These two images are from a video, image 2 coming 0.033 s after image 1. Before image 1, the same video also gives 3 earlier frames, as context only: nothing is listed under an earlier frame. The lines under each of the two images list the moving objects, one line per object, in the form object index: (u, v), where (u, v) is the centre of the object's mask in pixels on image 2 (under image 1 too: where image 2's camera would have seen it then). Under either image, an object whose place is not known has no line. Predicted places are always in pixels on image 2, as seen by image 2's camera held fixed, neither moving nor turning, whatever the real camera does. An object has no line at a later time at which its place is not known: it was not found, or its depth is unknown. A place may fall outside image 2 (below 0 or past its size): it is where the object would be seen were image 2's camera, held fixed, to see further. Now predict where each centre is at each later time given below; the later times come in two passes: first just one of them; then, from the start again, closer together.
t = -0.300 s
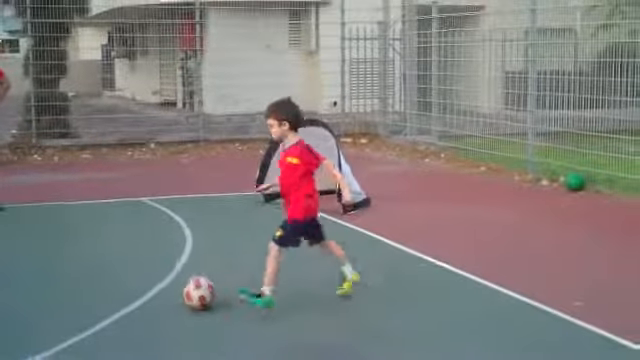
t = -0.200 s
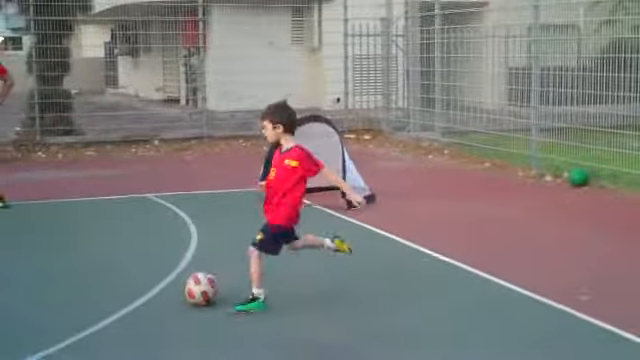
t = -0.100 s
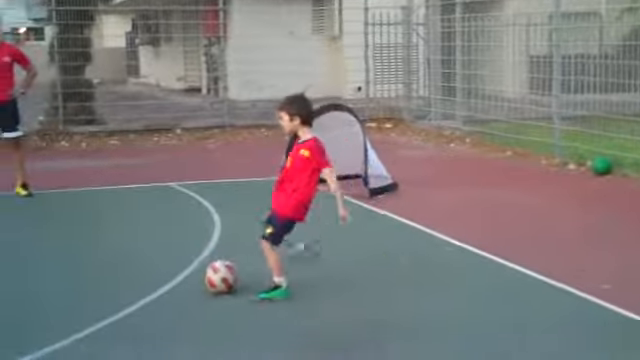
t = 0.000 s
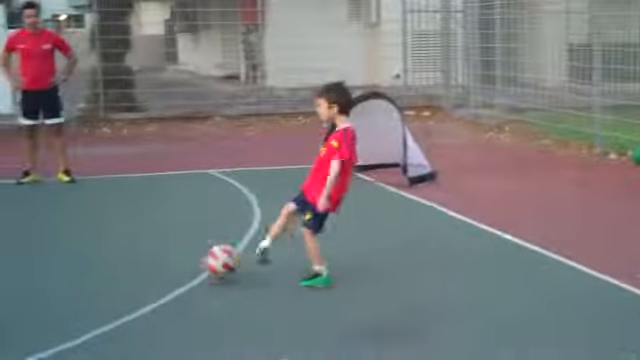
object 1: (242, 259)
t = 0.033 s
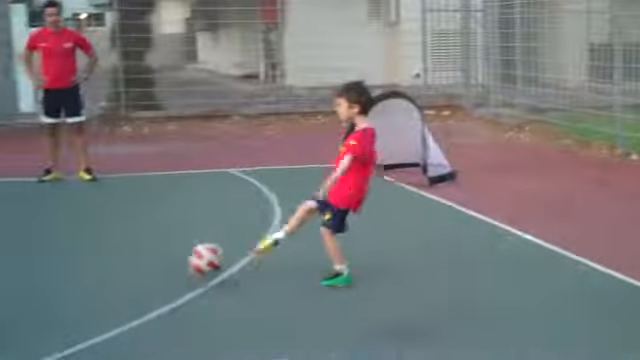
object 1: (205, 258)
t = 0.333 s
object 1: (-92, 283)
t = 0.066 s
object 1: (168, 259)
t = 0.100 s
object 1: (129, 263)
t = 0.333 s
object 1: (-92, 283)
